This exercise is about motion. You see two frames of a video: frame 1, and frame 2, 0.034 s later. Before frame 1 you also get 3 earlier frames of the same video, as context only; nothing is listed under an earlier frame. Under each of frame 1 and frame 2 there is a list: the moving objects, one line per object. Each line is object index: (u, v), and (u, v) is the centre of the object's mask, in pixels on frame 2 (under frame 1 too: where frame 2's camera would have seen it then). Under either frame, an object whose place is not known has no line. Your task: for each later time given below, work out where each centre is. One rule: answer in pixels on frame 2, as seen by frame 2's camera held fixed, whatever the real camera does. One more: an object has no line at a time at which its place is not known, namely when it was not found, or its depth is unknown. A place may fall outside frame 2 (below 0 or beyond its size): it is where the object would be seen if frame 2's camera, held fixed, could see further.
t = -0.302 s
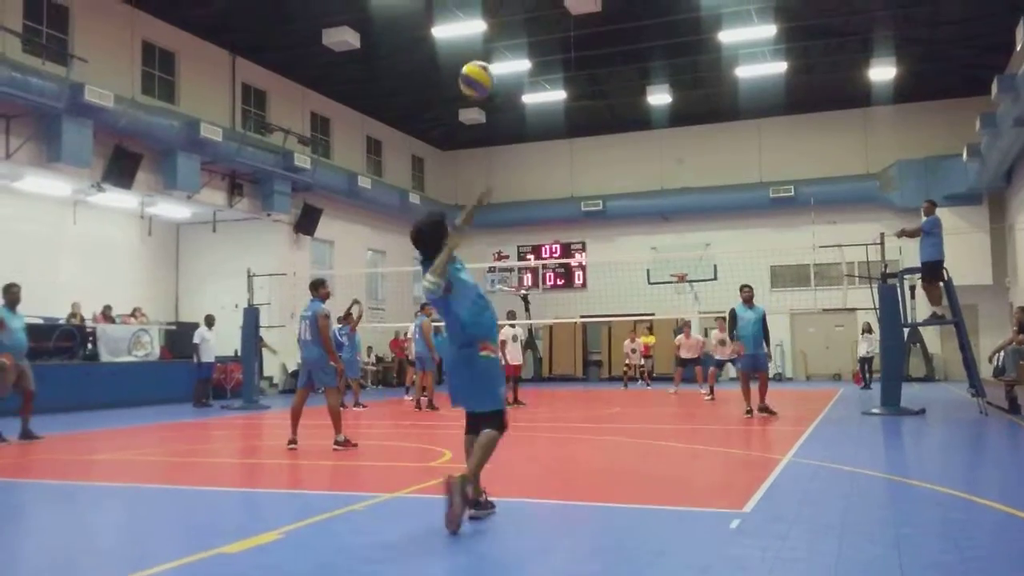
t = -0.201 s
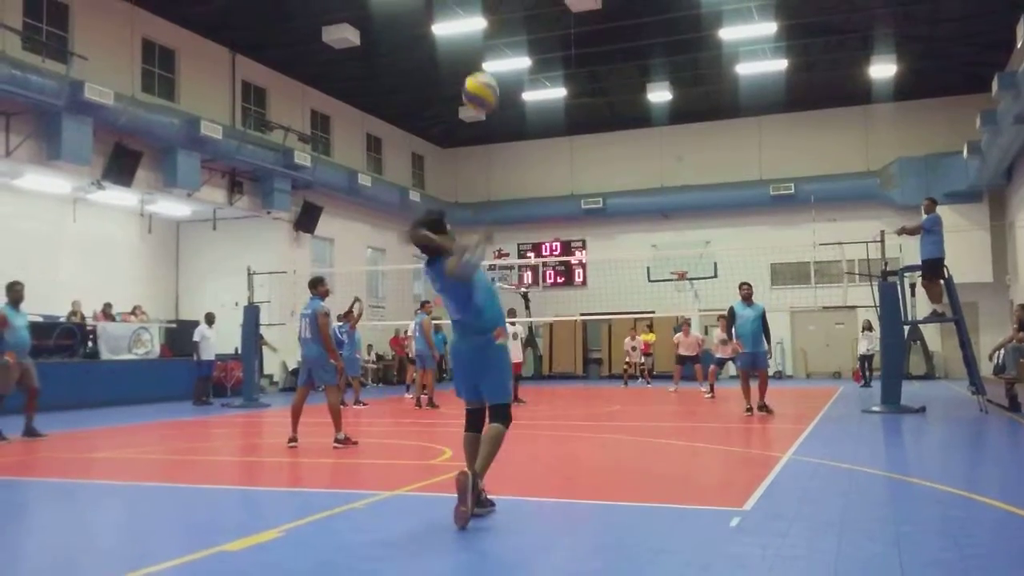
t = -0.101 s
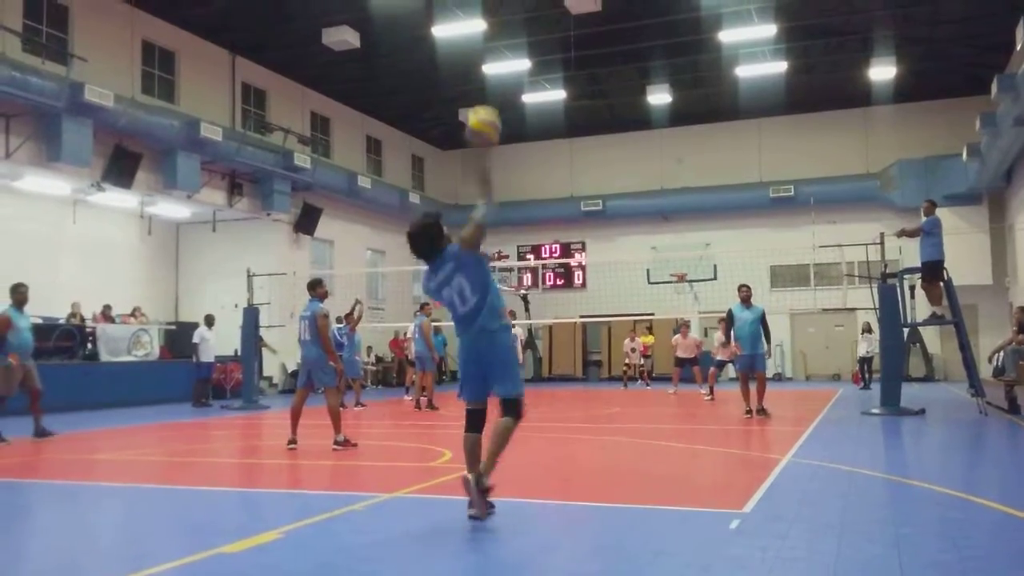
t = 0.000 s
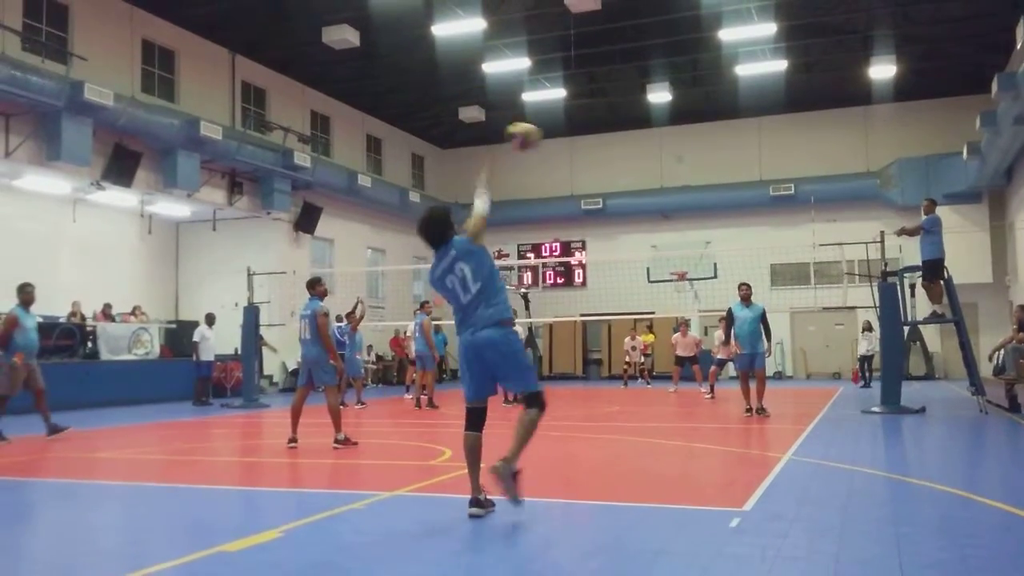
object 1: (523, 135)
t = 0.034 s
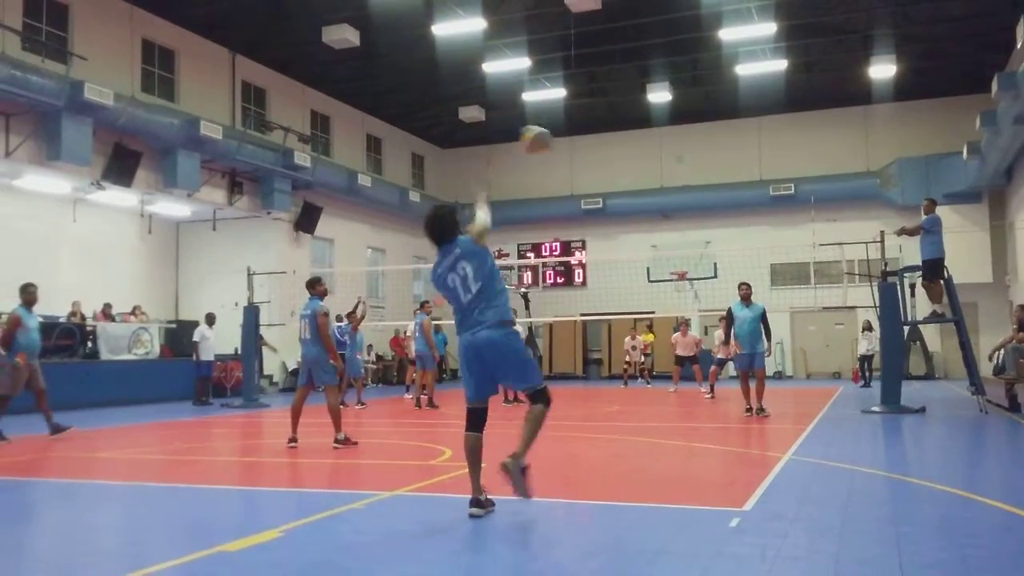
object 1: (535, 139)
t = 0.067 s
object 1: (546, 142)
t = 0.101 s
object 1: (557, 146)
